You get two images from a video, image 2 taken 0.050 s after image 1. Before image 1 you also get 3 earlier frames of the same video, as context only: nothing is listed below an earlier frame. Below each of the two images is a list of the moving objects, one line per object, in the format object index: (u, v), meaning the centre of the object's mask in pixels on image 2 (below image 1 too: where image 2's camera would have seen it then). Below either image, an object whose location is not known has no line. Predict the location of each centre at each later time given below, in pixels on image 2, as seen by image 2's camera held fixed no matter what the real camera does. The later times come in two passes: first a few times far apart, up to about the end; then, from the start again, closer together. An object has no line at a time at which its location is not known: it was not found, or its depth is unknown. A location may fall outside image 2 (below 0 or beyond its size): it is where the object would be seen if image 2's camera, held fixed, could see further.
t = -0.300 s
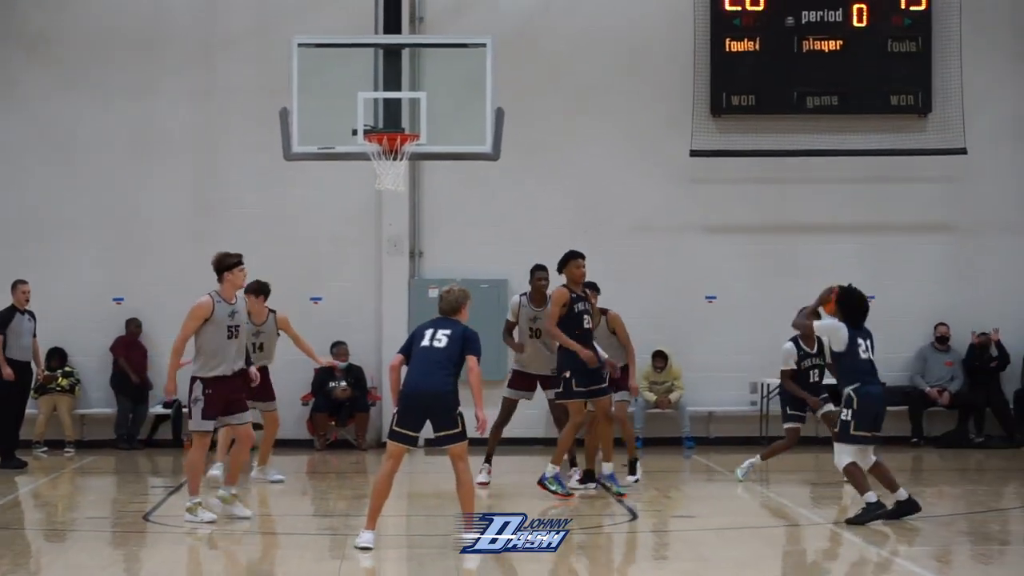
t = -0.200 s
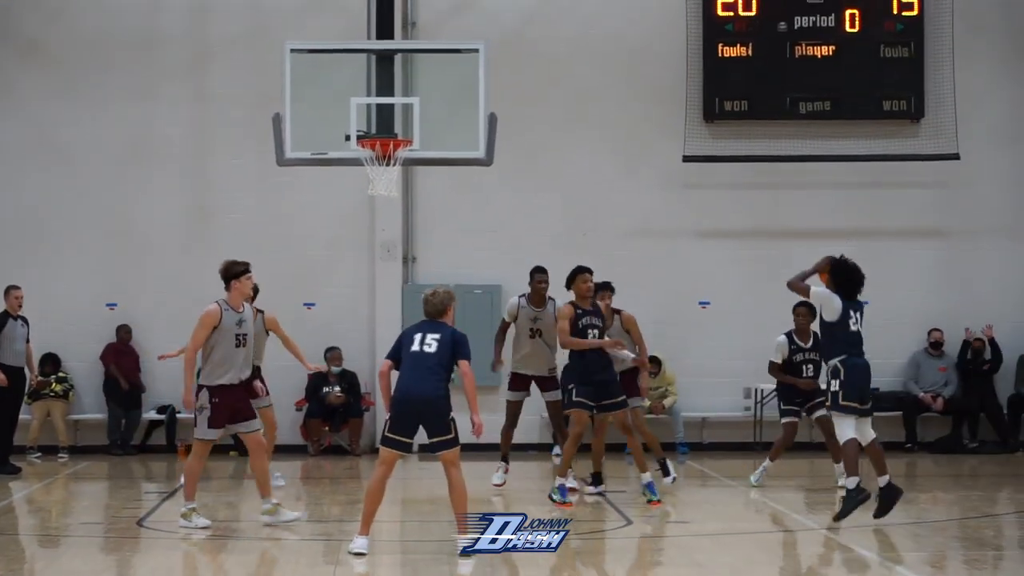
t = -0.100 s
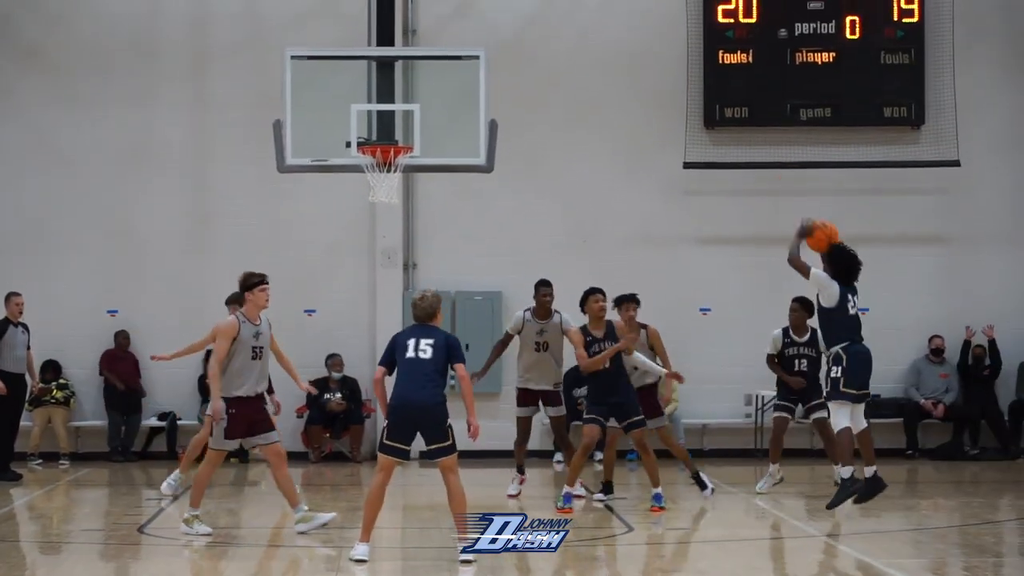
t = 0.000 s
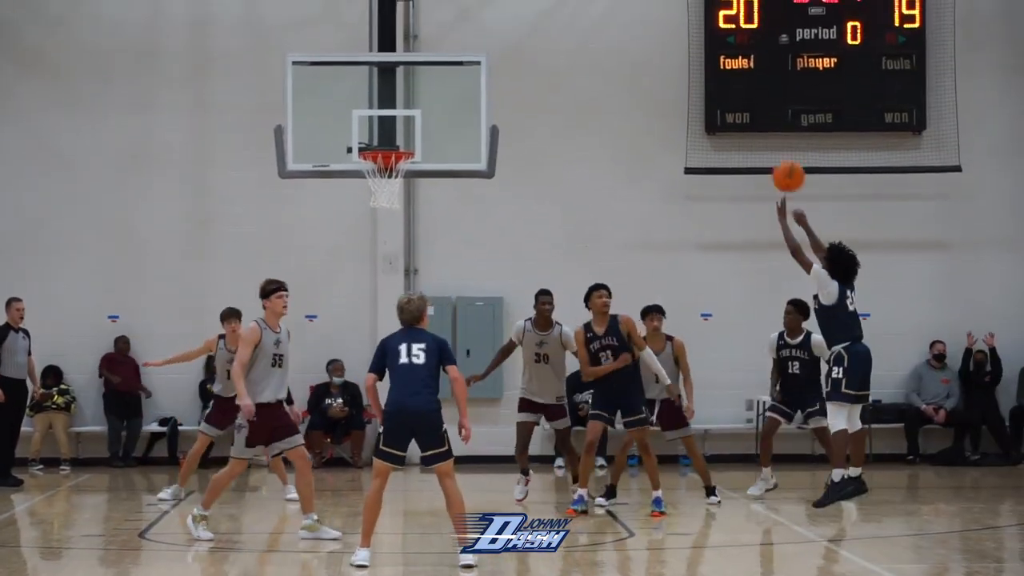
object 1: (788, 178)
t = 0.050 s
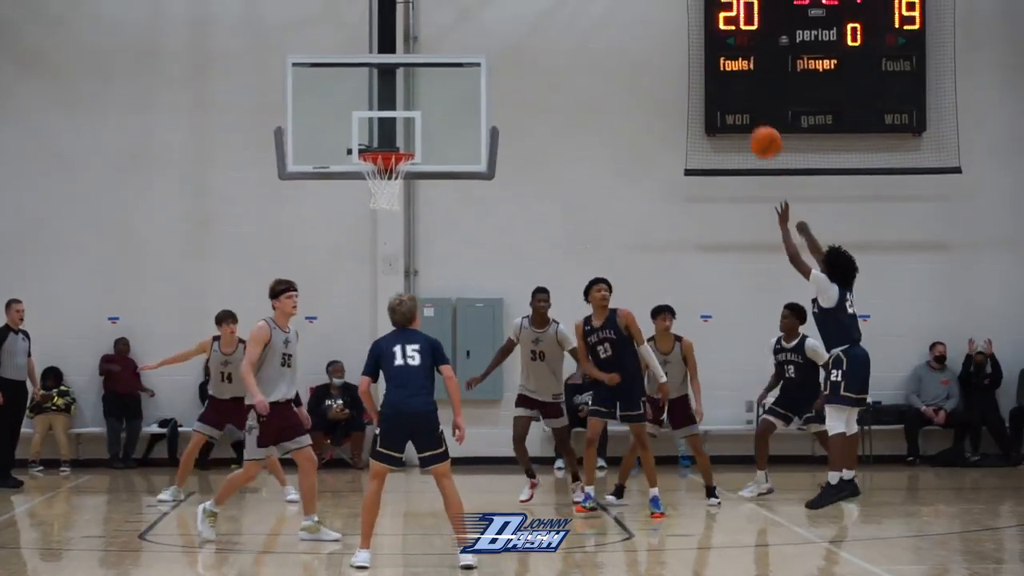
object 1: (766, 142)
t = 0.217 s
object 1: (696, 54)
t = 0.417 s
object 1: (616, 2)
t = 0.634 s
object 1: (538, 4)
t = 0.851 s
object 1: (467, 44)
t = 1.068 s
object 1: (399, 141)
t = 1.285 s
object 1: (368, 227)
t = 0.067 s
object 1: (758, 131)
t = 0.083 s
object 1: (751, 121)
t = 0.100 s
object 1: (743, 112)
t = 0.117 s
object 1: (736, 101)
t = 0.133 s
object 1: (730, 94)
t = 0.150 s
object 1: (722, 85)
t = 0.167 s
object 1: (715, 77)
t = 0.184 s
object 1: (709, 68)
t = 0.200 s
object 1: (702, 61)
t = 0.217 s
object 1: (696, 54)
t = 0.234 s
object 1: (688, 46)
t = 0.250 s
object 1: (681, 40)
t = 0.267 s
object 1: (675, 34)
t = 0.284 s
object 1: (668, 29)
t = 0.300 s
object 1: (661, 24)
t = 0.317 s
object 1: (655, 19)
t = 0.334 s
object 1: (648, 14)
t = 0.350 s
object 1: (642, 10)
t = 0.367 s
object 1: (636, 7)
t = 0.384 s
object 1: (629, 4)
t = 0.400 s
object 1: (623, 3)
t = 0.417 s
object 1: (616, 2)
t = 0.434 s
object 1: (610, 1)
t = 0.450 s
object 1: (604, 1)
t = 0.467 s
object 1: (598, 0)
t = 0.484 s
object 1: (591, 0)
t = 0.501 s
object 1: (586, 1)
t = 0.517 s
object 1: (579, 1)
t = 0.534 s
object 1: (573, 1)
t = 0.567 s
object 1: (561, 2)
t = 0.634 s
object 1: (538, 4)
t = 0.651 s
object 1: (532, 5)
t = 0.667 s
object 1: (526, 6)
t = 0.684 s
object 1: (521, 7)
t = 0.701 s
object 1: (515, 8)
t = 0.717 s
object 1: (510, 10)
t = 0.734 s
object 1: (504, 11)
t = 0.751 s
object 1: (499, 14)
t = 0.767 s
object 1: (493, 18)
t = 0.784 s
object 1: (488, 23)
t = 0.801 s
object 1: (482, 27)
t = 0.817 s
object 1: (477, 33)
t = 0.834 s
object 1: (472, 38)
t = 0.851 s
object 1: (467, 44)
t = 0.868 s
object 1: (461, 50)
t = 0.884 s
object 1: (456, 56)
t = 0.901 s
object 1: (451, 62)
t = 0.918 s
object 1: (445, 69)
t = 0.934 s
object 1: (440, 76)
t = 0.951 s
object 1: (435, 84)
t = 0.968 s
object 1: (429, 91)
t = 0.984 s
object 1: (425, 98)
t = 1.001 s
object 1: (419, 107)
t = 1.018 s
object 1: (415, 115)
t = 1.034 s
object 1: (410, 124)
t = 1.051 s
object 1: (404, 133)
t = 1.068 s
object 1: (399, 141)
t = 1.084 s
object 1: (395, 146)
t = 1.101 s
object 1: (389, 162)
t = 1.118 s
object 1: (385, 169)
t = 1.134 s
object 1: (381, 175)
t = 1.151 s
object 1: (378, 185)
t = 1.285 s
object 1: (368, 227)
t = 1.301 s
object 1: (366, 234)
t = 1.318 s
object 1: (364, 240)
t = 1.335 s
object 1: (364, 247)
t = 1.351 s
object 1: (363, 255)
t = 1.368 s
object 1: (361, 263)
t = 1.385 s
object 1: (358, 272)
